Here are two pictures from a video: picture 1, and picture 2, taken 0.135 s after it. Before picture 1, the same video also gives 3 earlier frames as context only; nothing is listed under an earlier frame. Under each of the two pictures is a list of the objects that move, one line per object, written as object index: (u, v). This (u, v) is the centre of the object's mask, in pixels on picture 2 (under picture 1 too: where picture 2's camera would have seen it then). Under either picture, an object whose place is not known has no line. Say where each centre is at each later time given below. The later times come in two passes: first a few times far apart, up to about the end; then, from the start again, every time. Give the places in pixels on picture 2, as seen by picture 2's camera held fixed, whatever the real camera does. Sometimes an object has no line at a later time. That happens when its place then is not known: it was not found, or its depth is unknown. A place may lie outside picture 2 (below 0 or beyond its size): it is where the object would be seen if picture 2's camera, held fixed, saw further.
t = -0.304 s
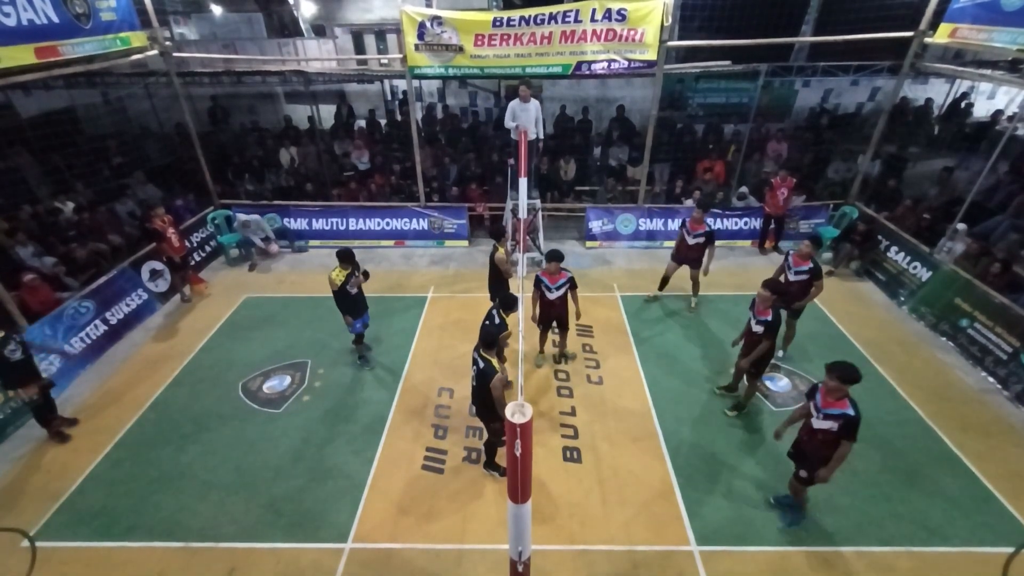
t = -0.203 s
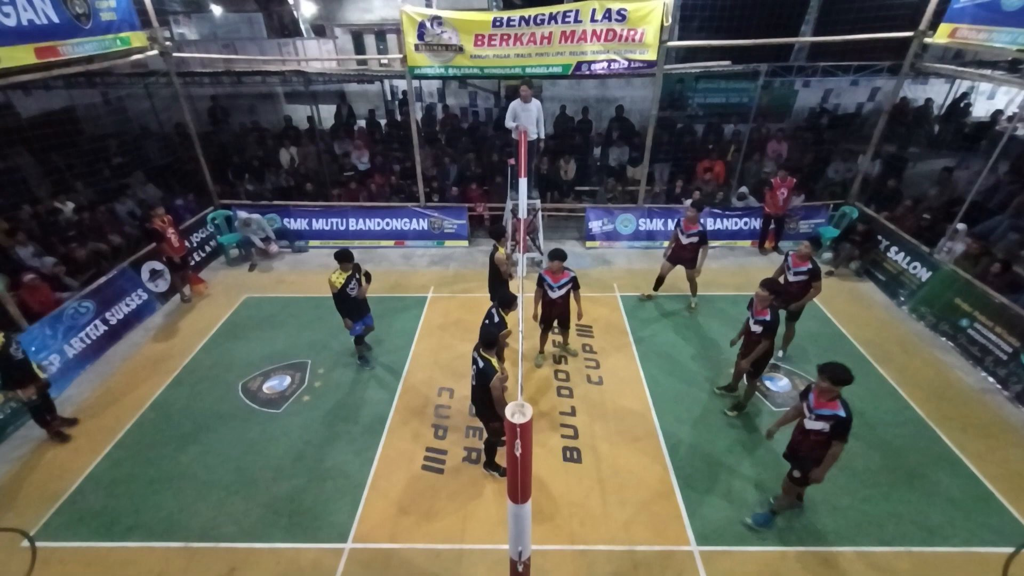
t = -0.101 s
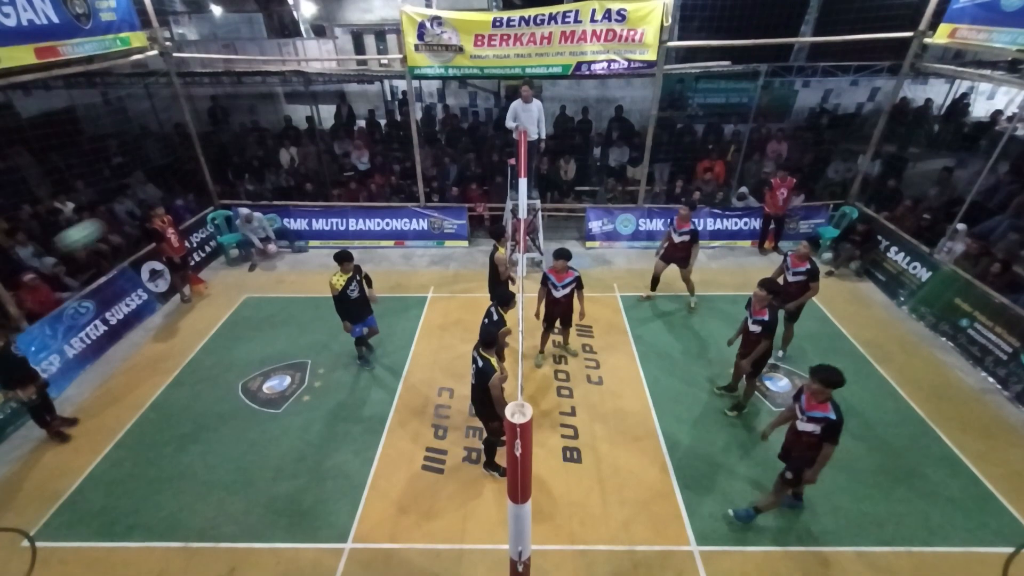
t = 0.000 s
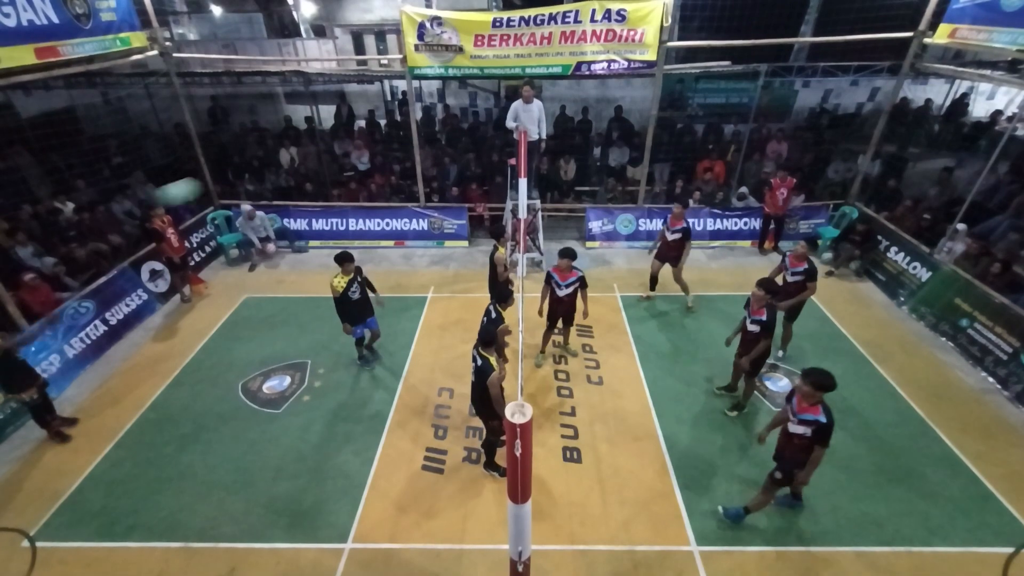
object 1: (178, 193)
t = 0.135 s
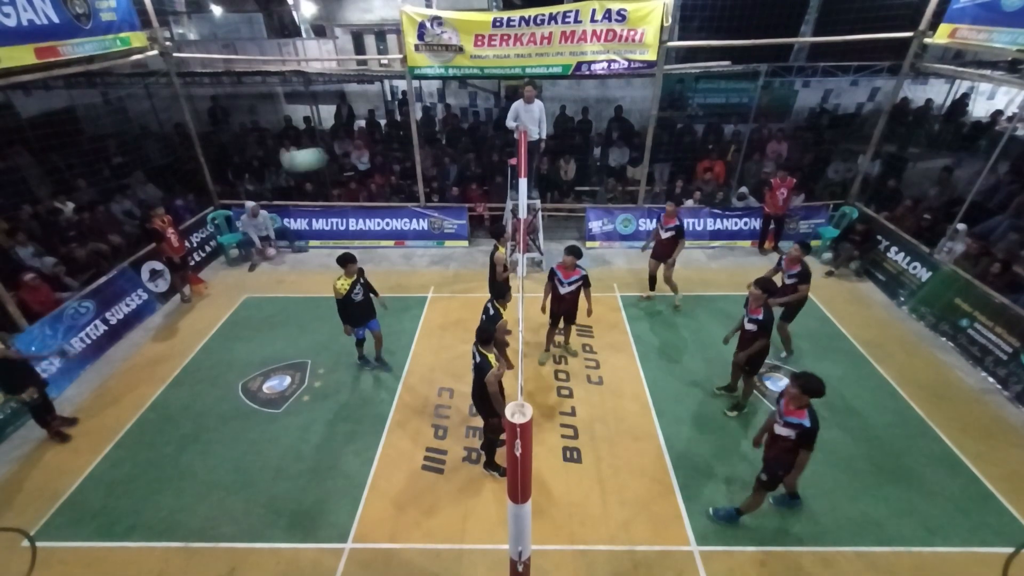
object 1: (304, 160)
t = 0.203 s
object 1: (363, 152)
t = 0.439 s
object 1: (534, 160)
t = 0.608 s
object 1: (619, 190)
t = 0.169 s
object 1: (334, 156)
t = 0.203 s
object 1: (363, 152)
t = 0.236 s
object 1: (392, 150)
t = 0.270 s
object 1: (418, 148)
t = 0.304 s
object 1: (444, 149)
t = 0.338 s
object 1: (467, 150)
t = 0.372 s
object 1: (490, 152)
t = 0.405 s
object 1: (510, 155)
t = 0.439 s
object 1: (534, 160)
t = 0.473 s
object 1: (551, 165)
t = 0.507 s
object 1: (570, 170)
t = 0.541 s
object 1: (588, 177)
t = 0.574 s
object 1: (604, 184)
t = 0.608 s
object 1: (619, 190)
